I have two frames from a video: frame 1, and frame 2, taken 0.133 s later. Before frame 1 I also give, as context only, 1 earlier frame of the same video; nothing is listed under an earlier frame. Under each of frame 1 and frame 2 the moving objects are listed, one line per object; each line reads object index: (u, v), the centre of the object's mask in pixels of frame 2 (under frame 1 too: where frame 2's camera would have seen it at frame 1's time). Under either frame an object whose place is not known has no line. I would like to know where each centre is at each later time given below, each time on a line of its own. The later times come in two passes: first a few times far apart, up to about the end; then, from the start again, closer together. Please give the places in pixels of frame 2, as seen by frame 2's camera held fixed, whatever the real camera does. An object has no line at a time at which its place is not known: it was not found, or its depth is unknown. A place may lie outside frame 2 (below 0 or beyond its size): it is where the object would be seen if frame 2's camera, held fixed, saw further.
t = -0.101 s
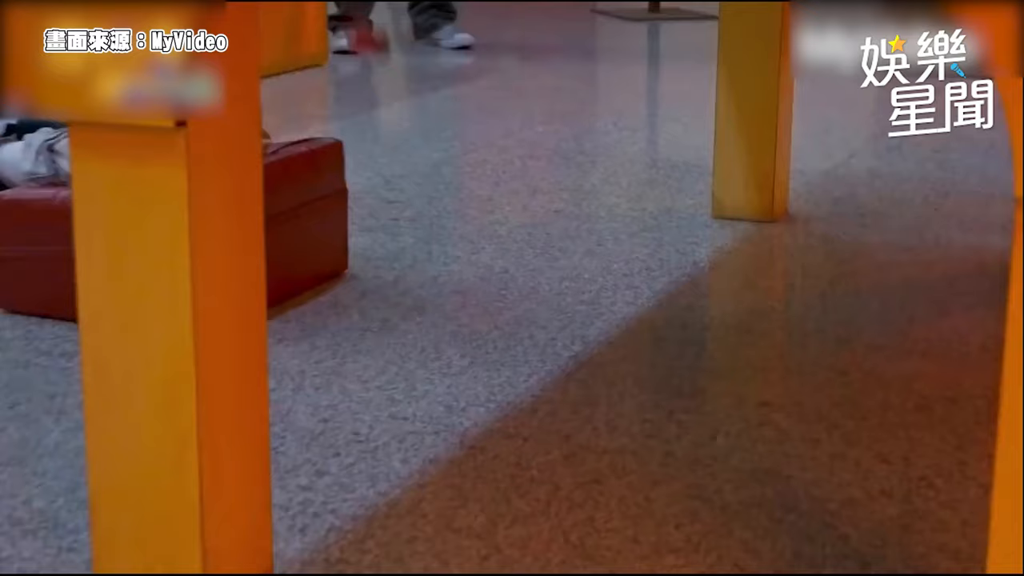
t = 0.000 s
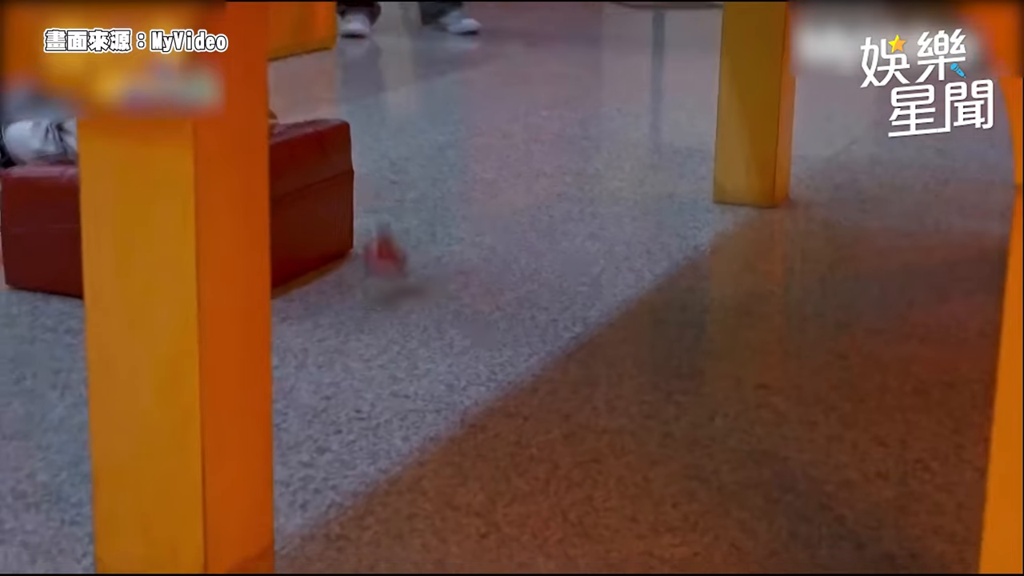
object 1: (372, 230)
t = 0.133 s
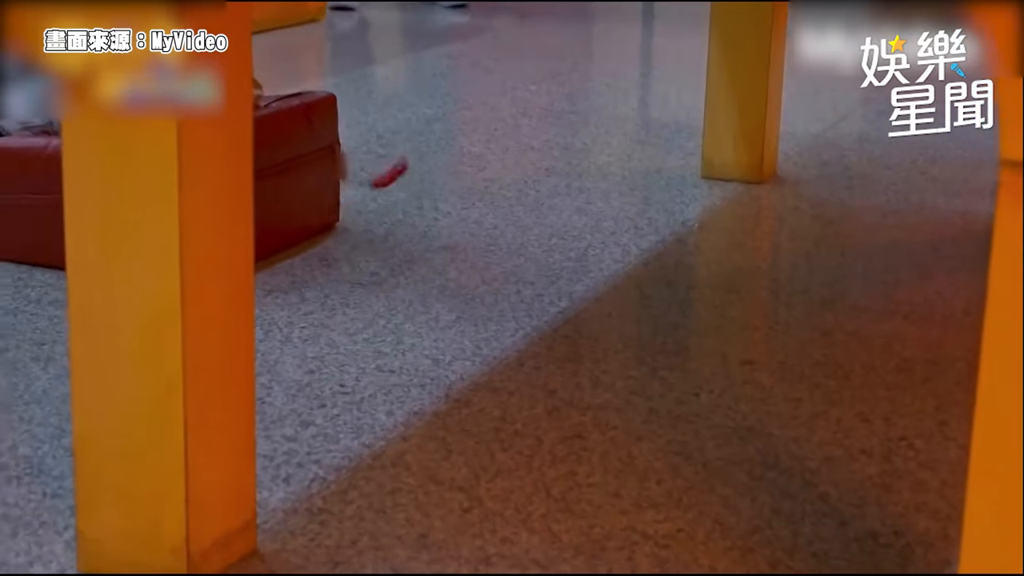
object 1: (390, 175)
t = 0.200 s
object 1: (400, 161)
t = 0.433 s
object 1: (455, 230)
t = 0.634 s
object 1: (500, 237)
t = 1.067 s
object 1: (508, 238)
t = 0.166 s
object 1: (394, 163)
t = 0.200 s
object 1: (400, 161)
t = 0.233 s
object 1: (403, 164)
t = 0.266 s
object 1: (410, 171)
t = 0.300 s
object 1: (415, 189)
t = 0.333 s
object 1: (420, 210)
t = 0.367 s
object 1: (427, 234)
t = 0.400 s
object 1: (439, 227)
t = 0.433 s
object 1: (455, 230)
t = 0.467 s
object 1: (469, 237)
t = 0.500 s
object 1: (476, 235)
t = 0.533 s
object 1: (486, 239)
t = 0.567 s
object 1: (494, 240)
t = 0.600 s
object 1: (497, 235)
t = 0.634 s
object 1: (500, 237)
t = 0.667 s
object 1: (502, 239)
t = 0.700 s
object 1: (502, 236)
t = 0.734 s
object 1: (502, 235)
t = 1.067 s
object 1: (508, 238)
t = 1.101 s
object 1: (507, 238)
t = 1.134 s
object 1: (507, 238)
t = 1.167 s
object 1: (508, 238)
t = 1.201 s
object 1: (509, 236)
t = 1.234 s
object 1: (510, 235)
